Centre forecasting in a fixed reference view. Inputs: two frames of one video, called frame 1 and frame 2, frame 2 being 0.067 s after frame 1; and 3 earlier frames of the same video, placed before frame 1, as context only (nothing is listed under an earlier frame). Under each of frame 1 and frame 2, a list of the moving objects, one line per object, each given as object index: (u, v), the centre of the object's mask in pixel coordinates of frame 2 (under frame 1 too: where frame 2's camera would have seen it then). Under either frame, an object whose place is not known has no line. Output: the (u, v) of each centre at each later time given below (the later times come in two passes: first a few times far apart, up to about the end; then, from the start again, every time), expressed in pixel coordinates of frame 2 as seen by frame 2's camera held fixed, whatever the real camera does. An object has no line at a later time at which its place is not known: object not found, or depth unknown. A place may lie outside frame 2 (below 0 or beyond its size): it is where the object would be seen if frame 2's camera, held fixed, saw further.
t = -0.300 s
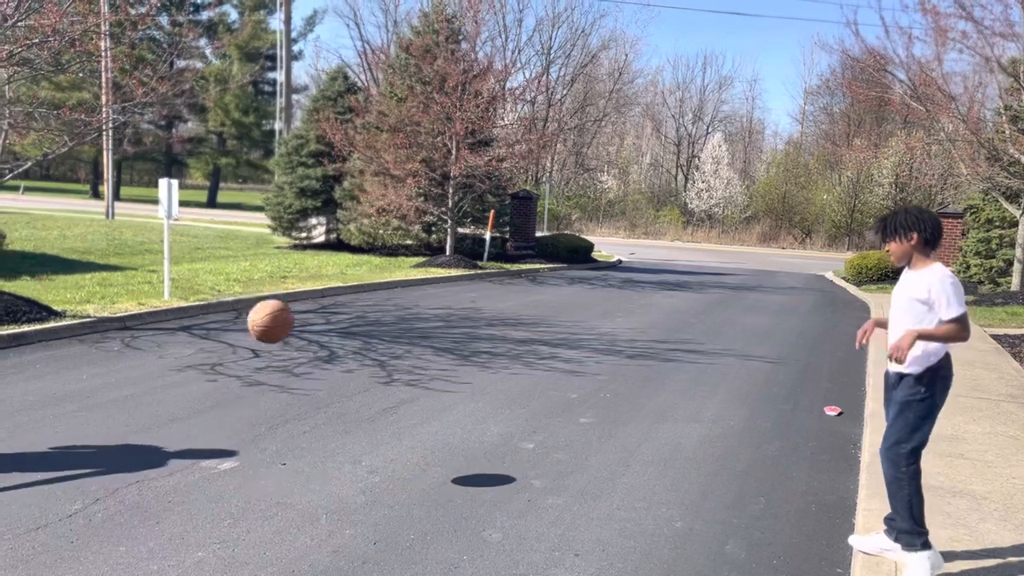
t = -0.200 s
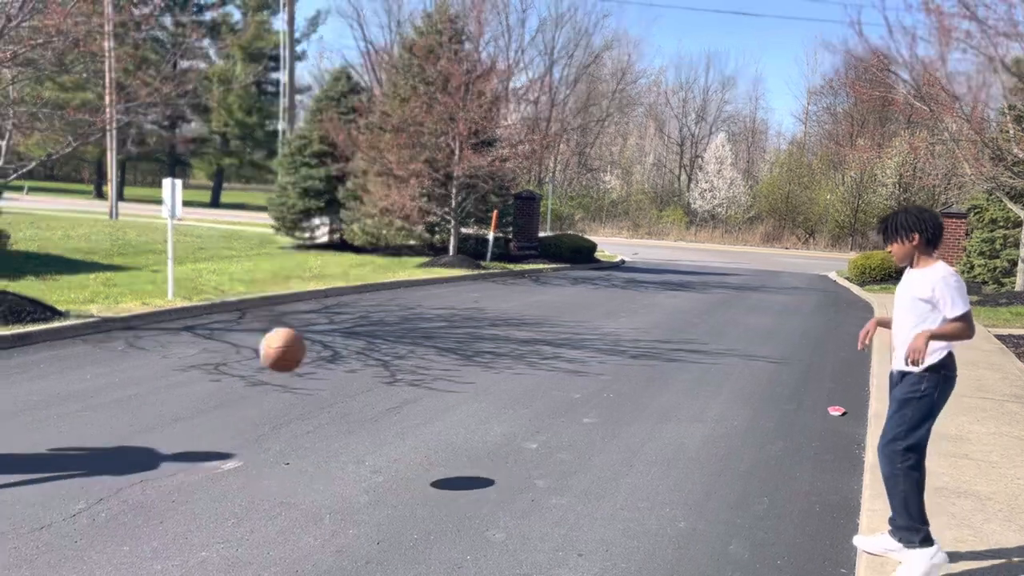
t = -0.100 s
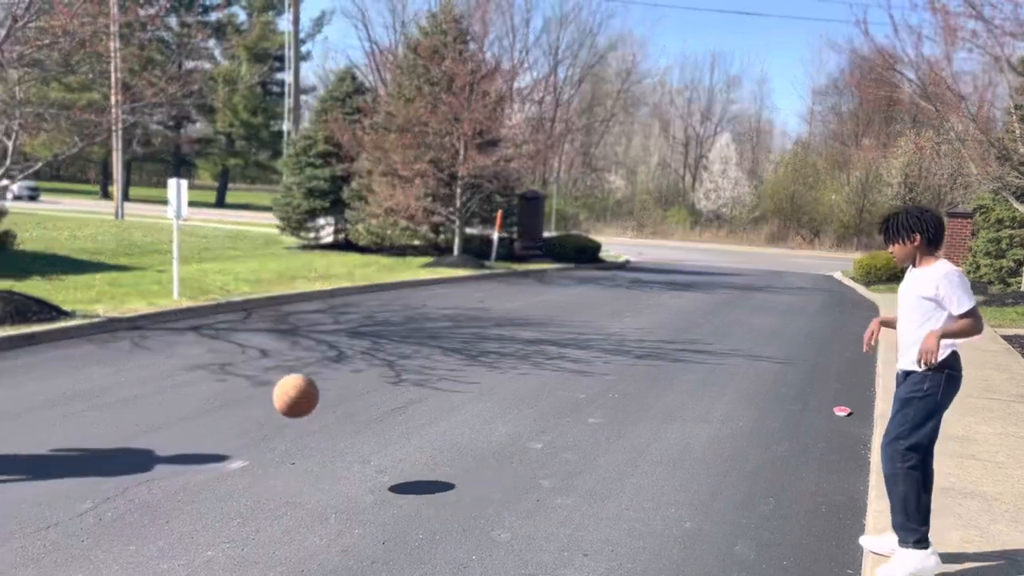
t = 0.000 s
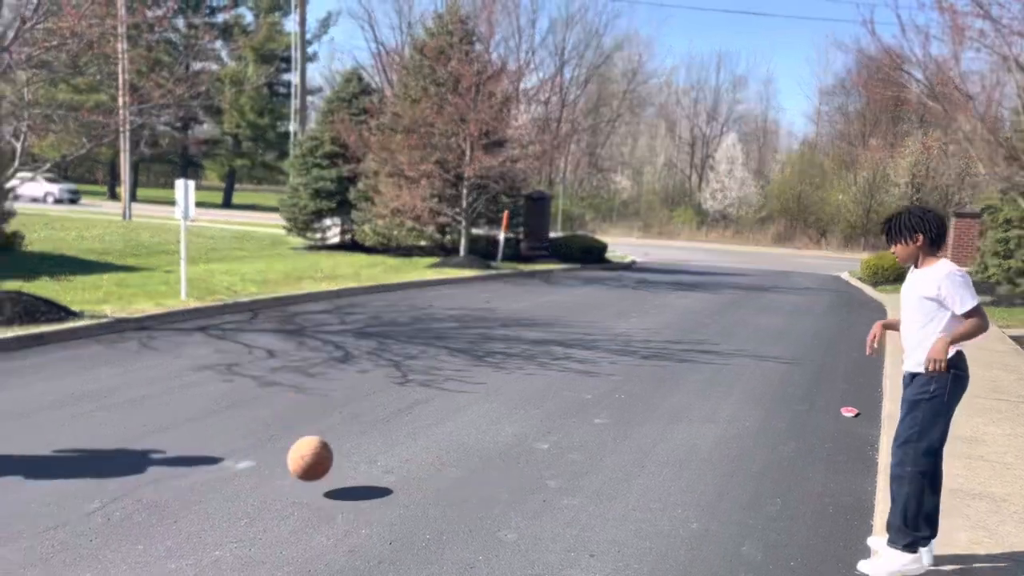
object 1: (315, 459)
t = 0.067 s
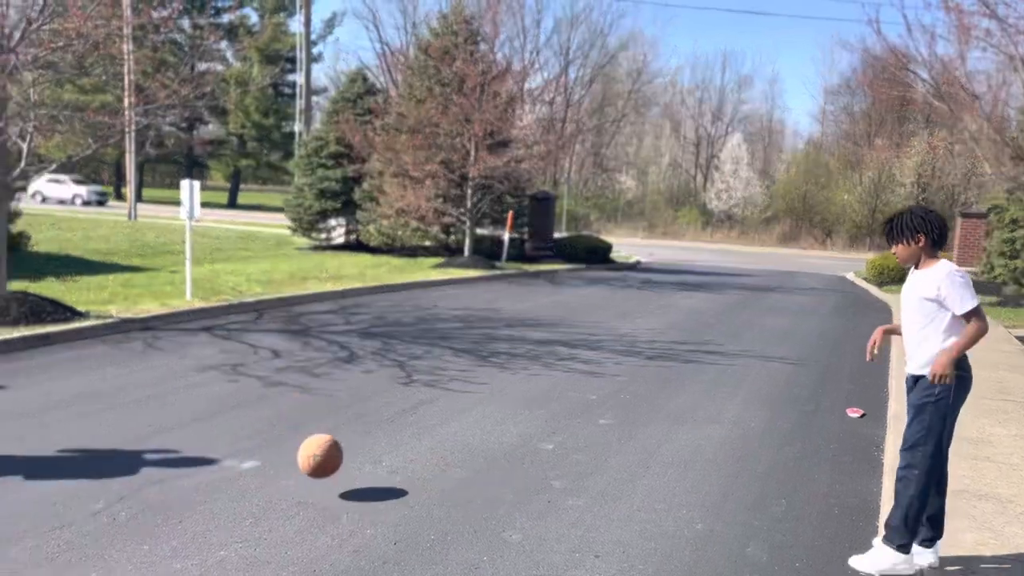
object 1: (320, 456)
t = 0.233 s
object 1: (332, 395)
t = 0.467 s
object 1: (348, 389)
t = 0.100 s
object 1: (322, 440)
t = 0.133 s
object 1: (325, 426)
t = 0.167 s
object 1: (327, 413)
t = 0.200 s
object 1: (330, 403)
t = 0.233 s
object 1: (332, 395)
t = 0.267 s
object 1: (334, 388)
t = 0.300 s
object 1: (337, 383)
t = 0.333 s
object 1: (339, 380)
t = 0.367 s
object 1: (341, 379)
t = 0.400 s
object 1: (343, 380)
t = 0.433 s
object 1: (346, 384)
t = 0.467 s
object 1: (348, 389)
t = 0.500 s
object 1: (350, 396)
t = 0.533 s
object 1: (352, 405)
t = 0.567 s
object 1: (353, 416)
